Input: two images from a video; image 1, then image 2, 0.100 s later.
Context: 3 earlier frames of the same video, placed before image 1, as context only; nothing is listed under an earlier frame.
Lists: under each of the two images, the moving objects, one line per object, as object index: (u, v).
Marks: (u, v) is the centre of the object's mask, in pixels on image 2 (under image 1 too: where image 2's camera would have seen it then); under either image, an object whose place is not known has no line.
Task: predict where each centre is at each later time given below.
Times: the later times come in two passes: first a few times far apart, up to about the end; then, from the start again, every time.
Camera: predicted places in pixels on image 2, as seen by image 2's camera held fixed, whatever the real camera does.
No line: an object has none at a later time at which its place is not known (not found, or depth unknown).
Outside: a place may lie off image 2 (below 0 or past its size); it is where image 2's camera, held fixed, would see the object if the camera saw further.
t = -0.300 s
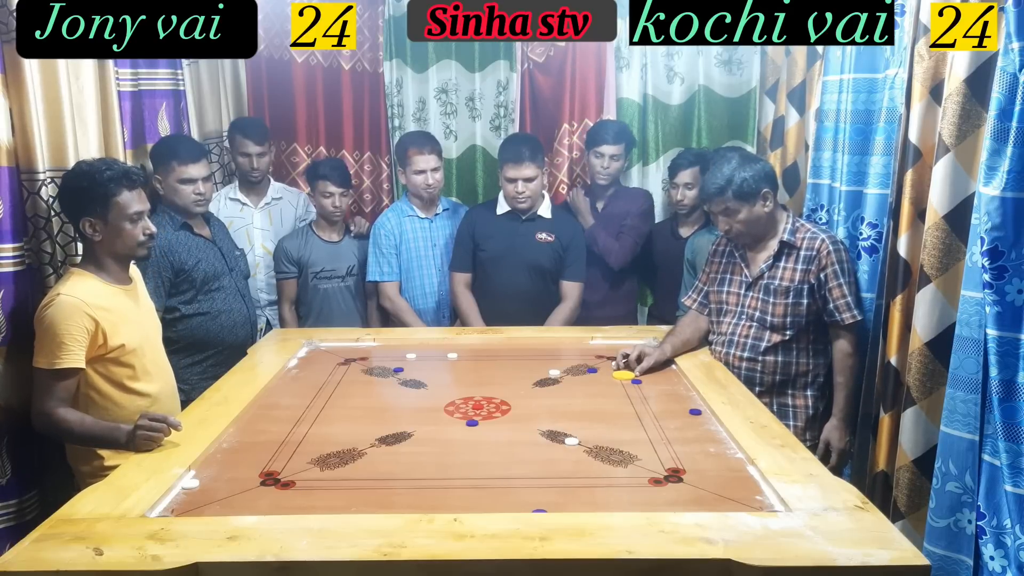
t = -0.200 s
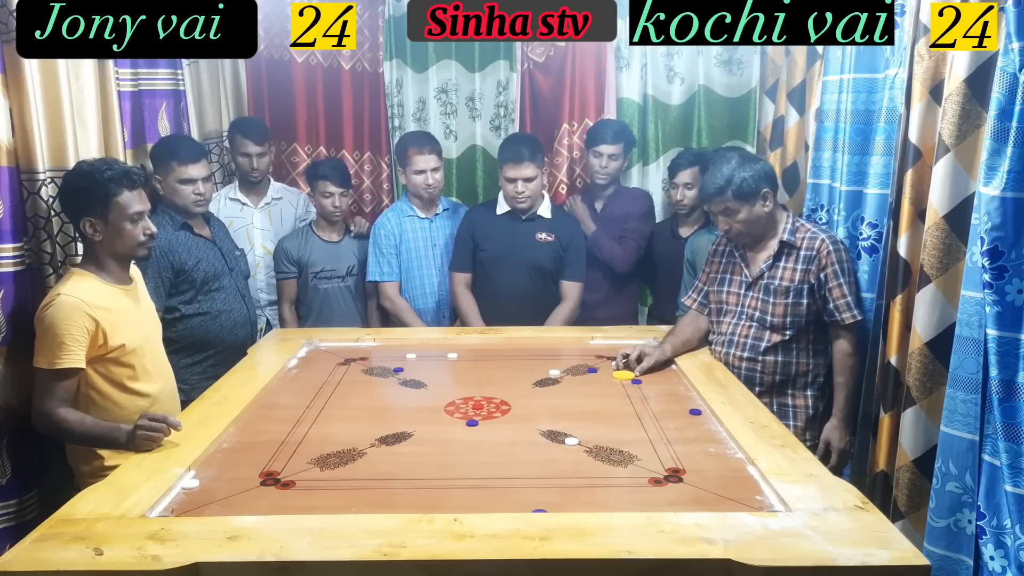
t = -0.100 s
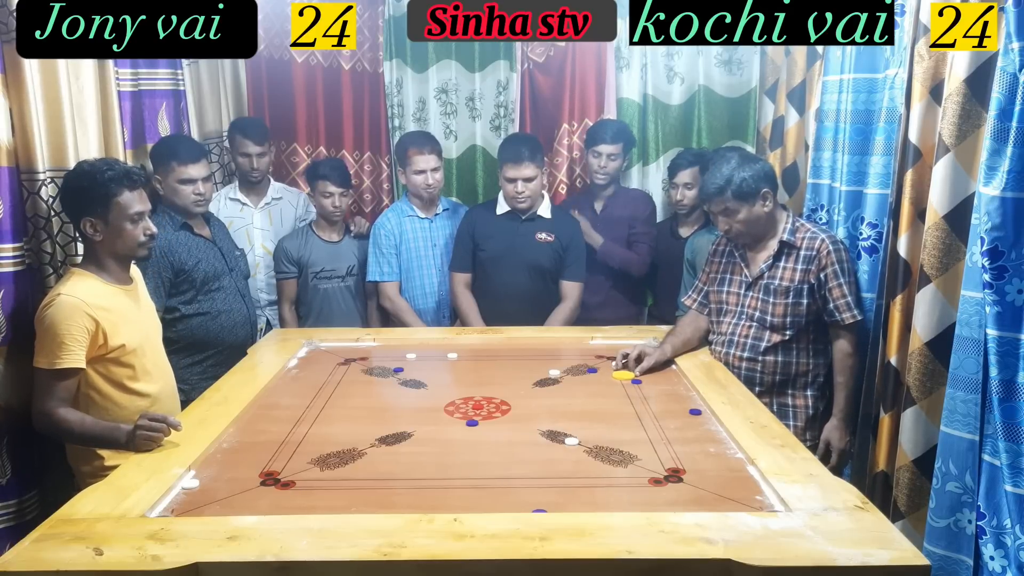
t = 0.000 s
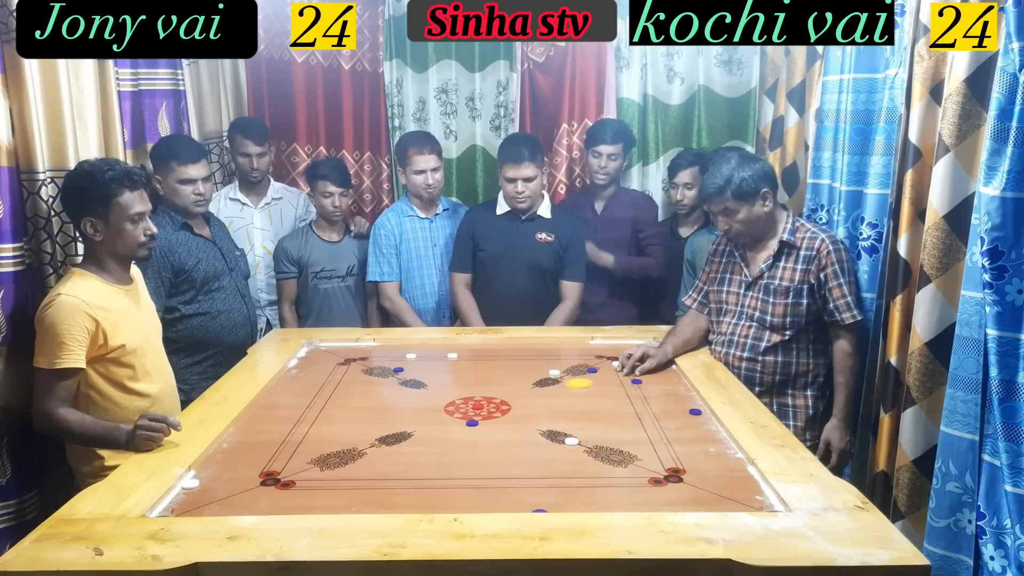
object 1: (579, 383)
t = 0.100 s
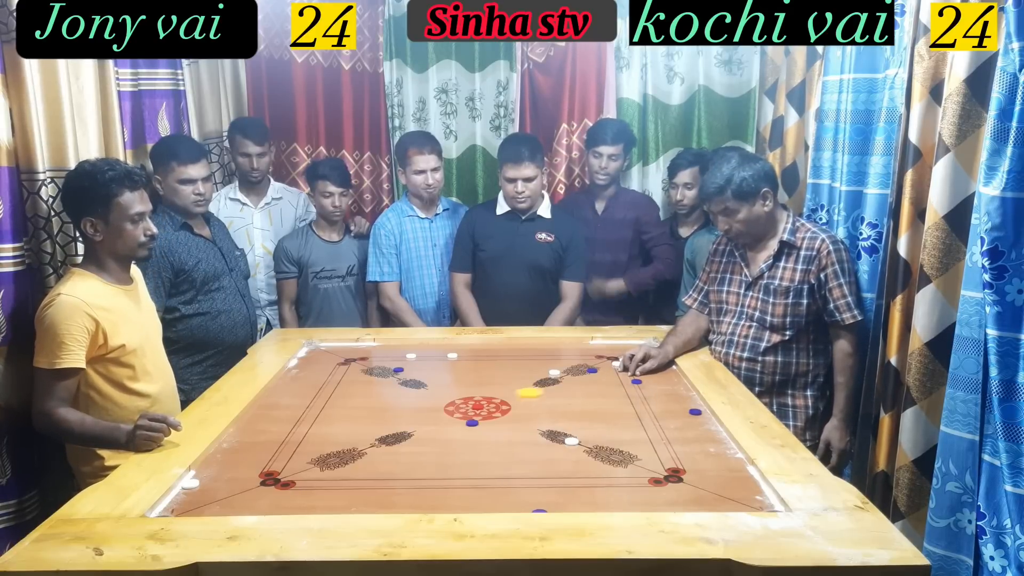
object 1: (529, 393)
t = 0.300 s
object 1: (439, 406)
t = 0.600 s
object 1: (327, 418)
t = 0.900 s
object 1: (249, 426)
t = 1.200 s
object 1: (274, 426)
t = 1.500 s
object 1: (276, 426)
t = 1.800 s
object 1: (277, 426)
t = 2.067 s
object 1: (277, 426)
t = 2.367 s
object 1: (277, 426)
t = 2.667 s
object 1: (276, 426)
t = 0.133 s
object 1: (513, 395)
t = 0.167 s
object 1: (496, 399)
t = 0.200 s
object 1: (481, 401)
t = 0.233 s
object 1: (467, 403)
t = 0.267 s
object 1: (453, 404)
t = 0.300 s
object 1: (439, 406)
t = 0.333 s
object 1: (425, 408)
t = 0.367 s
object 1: (412, 409)
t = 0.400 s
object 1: (399, 410)
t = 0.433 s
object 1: (386, 412)
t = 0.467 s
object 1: (374, 413)
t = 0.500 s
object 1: (361, 414)
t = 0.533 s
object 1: (350, 416)
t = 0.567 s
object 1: (338, 417)
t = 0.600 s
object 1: (327, 418)
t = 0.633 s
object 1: (316, 419)
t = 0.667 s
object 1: (305, 420)
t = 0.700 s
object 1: (295, 421)
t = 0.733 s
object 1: (285, 422)
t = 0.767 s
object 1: (276, 423)
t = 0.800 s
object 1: (267, 424)
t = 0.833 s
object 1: (259, 424)
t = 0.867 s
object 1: (251, 425)
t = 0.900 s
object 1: (249, 426)
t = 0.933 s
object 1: (253, 426)
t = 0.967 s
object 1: (257, 426)
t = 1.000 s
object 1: (261, 426)
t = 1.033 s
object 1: (264, 426)
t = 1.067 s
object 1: (267, 426)
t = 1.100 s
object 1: (269, 426)
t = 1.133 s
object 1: (271, 426)
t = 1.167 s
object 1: (273, 426)
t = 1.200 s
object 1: (274, 426)
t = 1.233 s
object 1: (275, 426)
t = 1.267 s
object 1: (276, 426)
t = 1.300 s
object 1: (276, 426)
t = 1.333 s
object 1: (276, 426)
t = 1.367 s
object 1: (276, 426)
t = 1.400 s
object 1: (276, 426)
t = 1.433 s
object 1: (277, 426)
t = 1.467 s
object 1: (276, 426)
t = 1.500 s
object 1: (276, 426)
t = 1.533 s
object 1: (276, 426)
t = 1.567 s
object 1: (276, 426)
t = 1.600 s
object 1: (276, 426)
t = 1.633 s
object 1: (276, 426)
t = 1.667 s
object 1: (277, 426)
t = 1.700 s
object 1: (276, 426)
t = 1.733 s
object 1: (276, 426)
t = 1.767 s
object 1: (277, 426)
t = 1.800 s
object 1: (277, 426)
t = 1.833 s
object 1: (277, 426)
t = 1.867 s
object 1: (277, 426)
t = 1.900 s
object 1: (276, 426)
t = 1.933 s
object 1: (277, 426)
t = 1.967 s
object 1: (277, 426)
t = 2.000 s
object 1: (277, 426)
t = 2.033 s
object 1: (277, 426)
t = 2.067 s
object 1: (277, 426)
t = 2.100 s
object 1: (277, 426)
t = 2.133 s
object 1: (277, 426)
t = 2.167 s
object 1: (277, 426)
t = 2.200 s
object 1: (277, 426)
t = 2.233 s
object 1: (277, 426)
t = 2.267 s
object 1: (277, 426)
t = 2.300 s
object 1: (277, 426)
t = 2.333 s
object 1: (277, 426)
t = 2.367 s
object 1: (277, 426)
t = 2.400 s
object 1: (277, 426)
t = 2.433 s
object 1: (277, 426)
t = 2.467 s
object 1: (277, 426)
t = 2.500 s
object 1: (277, 426)
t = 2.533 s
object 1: (277, 426)
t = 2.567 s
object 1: (277, 426)
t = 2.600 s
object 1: (276, 426)
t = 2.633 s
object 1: (277, 426)
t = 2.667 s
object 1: (276, 426)
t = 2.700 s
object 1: (276, 426)
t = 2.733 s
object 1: (276, 426)
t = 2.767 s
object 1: (276, 426)
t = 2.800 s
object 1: (276, 426)
